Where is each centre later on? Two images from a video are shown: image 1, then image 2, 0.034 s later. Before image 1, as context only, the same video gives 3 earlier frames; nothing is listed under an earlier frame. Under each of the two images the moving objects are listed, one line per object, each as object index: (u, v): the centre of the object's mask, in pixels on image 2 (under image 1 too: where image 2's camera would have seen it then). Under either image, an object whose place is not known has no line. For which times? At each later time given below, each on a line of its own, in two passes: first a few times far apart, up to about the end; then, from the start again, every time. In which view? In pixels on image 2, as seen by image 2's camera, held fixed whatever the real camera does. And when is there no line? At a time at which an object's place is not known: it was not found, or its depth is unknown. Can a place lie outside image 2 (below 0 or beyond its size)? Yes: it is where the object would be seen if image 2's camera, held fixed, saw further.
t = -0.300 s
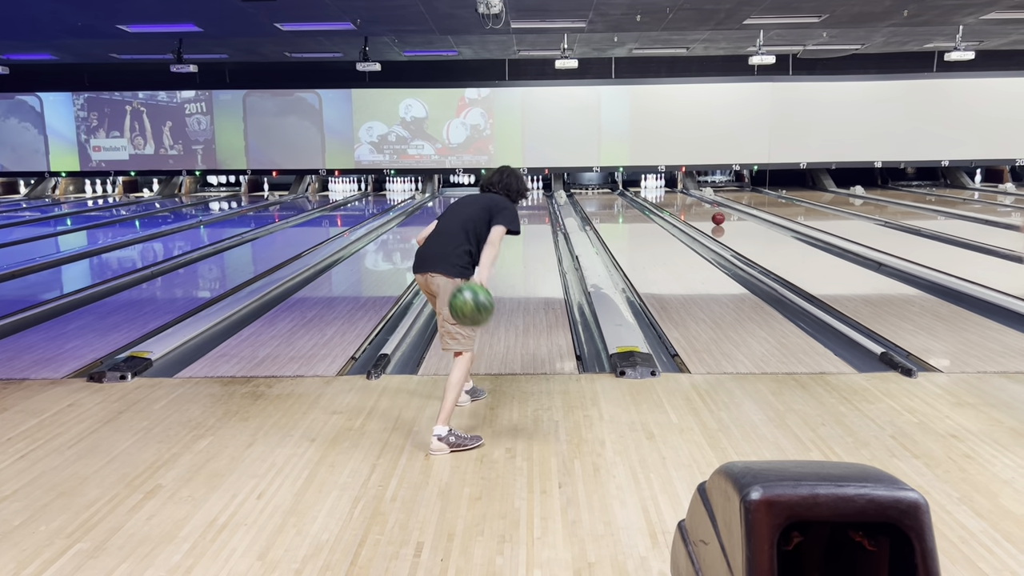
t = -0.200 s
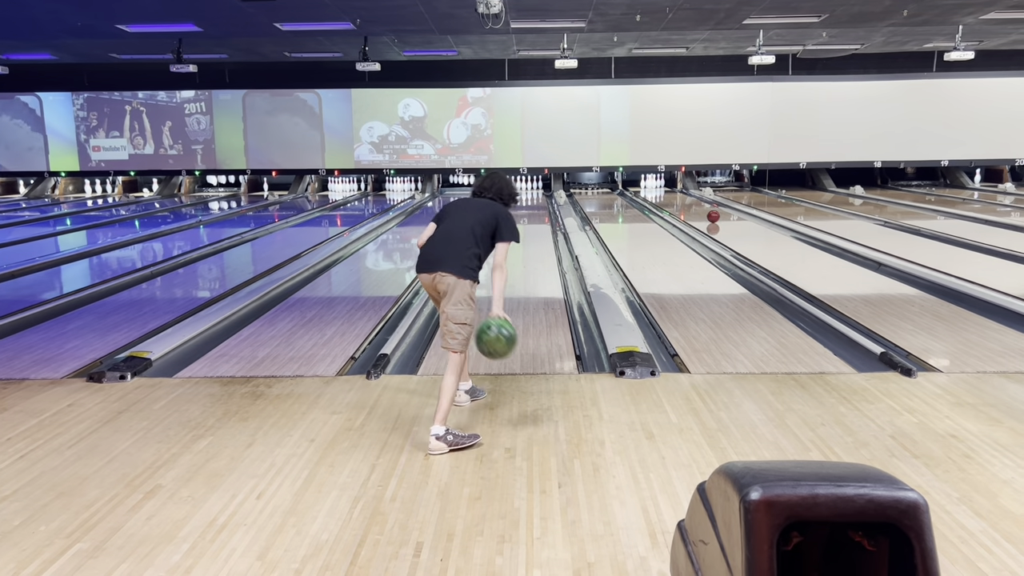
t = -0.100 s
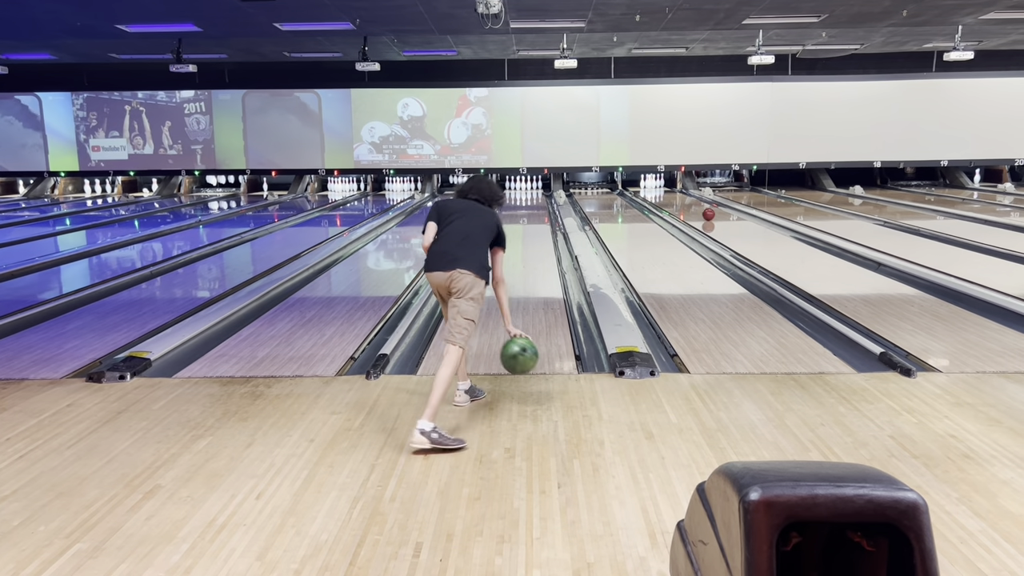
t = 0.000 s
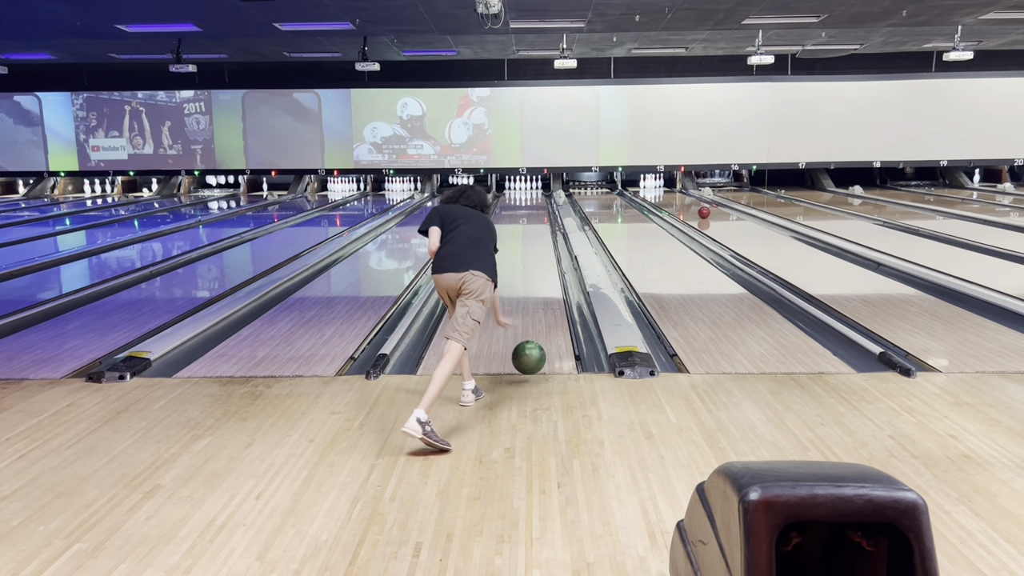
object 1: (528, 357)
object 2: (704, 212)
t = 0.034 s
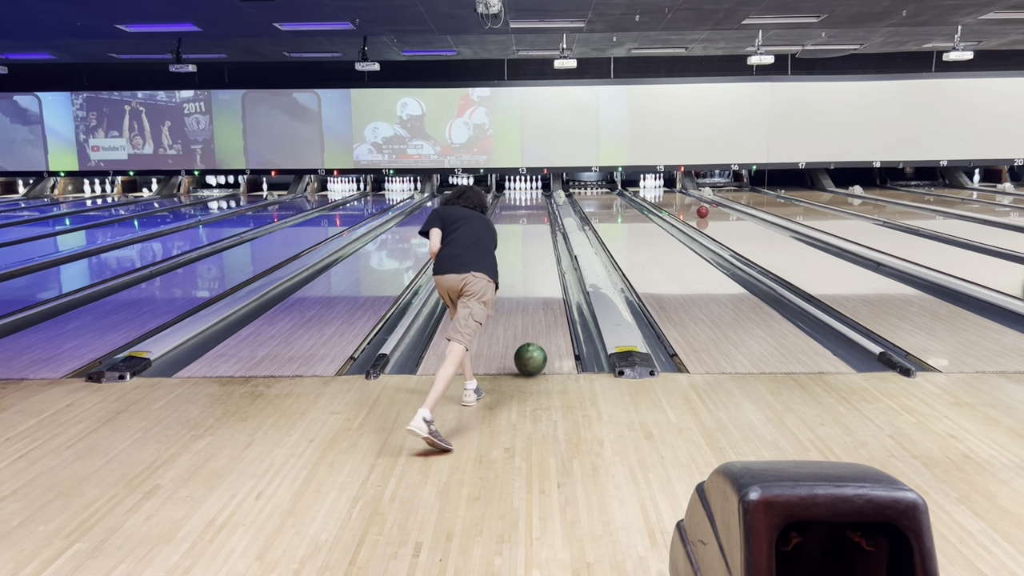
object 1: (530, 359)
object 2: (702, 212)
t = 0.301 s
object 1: (541, 313)
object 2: (692, 207)
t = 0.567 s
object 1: (547, 282)
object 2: (683, 203)
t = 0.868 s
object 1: (552, 259)
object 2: (676, 199)
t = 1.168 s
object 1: (555, 243)
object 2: (669, 195)
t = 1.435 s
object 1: (560, 237)
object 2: (664, 193)
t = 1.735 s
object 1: (558, 228)
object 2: (661, 191)
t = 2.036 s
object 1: (558, 221)
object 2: (659, 189)
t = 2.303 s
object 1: (556, 215)
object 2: (657, 187)
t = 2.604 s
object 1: (556, 210)
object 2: (655, 186)
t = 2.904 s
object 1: (556, 205)
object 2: (655, 184)
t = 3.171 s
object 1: (557, 202)
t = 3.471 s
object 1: (558, 197)
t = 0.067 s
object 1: (532, 350)
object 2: (701, 211)
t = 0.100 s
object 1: (533, 343)
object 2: (700, 210)
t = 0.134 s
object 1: (535, 338)
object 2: (699, 210)
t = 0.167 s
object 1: (536, 334)
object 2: (697, 209)
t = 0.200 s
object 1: (538, 328)
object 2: (696, 208)
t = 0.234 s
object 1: (539, 322)
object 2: (695, 208)
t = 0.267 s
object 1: (540, 317)
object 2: (694, 207)
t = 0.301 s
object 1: (541, 313)
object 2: (692, 207)
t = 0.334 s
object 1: (542, 308)
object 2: (691, 206)
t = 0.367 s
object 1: (543, 304)
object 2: (690, 206)
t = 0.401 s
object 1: (544, 300)
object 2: (689, 205)
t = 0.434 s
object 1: (544, 296)
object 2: (688, 205)
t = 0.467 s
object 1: (545, 292)
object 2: (687, 204)
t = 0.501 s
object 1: (546, 289)
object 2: (685, 204)
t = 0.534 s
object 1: (546, 285)
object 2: (685, 203)
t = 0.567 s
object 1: (547, 282)
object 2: (683, 203)
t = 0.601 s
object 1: (548, 279)
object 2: (683, 202)
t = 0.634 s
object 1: (548, 276)
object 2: (682, 202)
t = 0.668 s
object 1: (549, 273)
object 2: (681, 202)
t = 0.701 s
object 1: (550, 271)
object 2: (680, 201)
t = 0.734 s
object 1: (550, 268)
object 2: (679, 201)
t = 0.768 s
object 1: (551, 266)
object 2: (678, 200)
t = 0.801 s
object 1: (551, 263)
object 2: (677, 200)
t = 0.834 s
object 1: (552, 261)
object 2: (676, 199)
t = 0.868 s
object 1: (552, 259)
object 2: (676, 199)
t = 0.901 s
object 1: (553, 257)
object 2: (675, 198)
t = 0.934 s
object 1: (553, 255)
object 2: (674, 198)
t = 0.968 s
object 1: (553, 253)
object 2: (673, 198)
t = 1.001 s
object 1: (554, 251)
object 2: (672, 197)
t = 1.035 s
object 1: (554, 249)
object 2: (672, 197)
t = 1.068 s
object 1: (554, 248)
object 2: (671, 197)
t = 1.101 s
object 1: (555, 246)
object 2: (670, 196)
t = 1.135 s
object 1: (555, 245)
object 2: (669, 196)
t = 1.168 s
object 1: (555, 243)
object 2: (669, 195)
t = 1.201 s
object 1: (556, 241)
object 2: (668, 195)
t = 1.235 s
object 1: (557, 241)
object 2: (668, 195)
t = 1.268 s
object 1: (557, 240)
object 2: (667, 195)
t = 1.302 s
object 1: (558, 239)
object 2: (666, 194)
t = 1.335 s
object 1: (559, 239)
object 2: (666, 194)
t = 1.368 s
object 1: (561, 238)
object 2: (665, 194)
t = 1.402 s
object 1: (561, 238)
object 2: (665, 194)
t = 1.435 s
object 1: (560, 237)
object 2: (664, 193)
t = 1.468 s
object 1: (560, 235)
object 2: (664, 193)
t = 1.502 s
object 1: (560, 234)
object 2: (664, 193)
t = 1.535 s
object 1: (559, 233)
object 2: (663, 192)
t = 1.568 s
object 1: (559, 232)
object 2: (663, 192)
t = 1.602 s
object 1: (559, 231)
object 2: (663, 192)
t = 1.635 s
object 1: (559, 230)
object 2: (662, 192)
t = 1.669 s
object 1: (559, 229)
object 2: (662, 191)
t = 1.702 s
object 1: (558, 229)
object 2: (662, 191)
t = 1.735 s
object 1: (558, 228)
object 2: (661, 191)
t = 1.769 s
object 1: (558, 227)
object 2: (661, 191)
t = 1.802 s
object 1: (558, 226)
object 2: (661, 191)
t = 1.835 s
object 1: (558, 225)
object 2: (660, 191)
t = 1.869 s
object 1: (558, 224)
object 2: (660, 190)
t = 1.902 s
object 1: (558, 223)
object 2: (660, 190)
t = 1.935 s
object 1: (558, 223)
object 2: (659, 190)
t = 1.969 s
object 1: (557, 222)
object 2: (659, 190)
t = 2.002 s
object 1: (558, 221)
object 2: (659, 190)
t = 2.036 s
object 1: (558, 221)
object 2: (659, 189)
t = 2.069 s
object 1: (557, 220)
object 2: (658, 189)
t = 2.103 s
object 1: (557, 219)
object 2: (658, 189)
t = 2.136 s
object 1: (557, 218)
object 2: (658, 188)
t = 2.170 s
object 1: (557, 218)
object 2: (658, 188)
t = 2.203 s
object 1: (556, 217)
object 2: (657, 188)
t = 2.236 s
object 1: (557, 216)
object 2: (657, 187)
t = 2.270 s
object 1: (557, 216)
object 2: (657, 187)
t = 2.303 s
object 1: (556, 215)
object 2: (657, 187)
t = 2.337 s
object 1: (556, 215)
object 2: (657, 187)
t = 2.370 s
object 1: (556, 214)
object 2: (656, 187)
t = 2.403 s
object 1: (556, 213)
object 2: (656, 186)
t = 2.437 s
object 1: (556, 213)
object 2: (656, 186)
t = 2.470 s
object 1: (556, 212)
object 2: (655, 186)
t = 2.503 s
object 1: (556, 212)
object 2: (655, 186)
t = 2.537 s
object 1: (556, 211)
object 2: (655, 186)
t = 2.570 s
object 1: (557, 211)
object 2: (655, 186)
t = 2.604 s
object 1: (556, 210)
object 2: (655, 186)
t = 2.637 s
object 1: (556, 209)
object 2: (655, 186)
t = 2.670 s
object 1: (556, 209)
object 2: (655, 185)
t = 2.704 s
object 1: (556, 209)
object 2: (656, 185)
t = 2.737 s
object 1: (556, 208)
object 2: (656, 185)
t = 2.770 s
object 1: (556, 208)
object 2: (656, 185)
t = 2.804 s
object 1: (556, 207)
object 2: (655, 185)
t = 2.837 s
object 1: (556, 207)
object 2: (655, 185)
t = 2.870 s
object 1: (556, 206)
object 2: (656, 184)
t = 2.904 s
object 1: (556, 205)
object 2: (655, 184)
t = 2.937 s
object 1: (556, 205)
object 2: (655, 184)
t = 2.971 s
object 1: (556, 205)
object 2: (655, 184)
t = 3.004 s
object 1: (556, 204)
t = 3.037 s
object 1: (556, 204)
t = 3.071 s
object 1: (556, 203)
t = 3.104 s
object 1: (556, 203)
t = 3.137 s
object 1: (556, 202)
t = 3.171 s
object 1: (557, 202)
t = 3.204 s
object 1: (557, 201)
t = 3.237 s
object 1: (557, 200)
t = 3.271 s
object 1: (557, 200)
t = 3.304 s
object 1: (557, 199)
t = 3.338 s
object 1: (557, 199)
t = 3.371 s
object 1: (557, 199)
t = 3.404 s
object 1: (558, 199)
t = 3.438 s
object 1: (558, 198)
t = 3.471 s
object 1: (558, 197)
